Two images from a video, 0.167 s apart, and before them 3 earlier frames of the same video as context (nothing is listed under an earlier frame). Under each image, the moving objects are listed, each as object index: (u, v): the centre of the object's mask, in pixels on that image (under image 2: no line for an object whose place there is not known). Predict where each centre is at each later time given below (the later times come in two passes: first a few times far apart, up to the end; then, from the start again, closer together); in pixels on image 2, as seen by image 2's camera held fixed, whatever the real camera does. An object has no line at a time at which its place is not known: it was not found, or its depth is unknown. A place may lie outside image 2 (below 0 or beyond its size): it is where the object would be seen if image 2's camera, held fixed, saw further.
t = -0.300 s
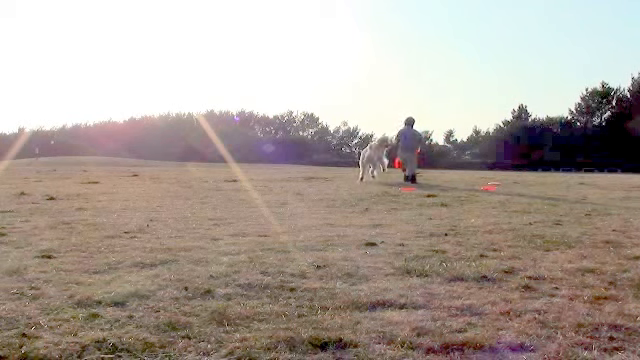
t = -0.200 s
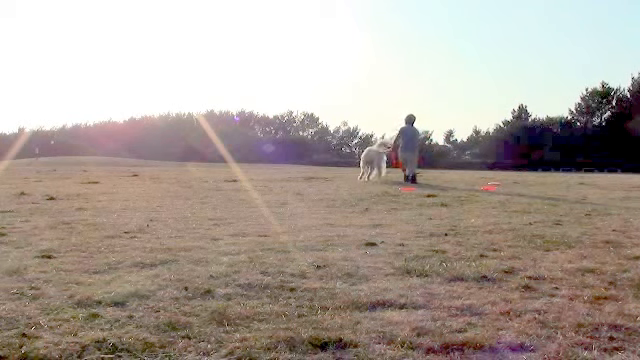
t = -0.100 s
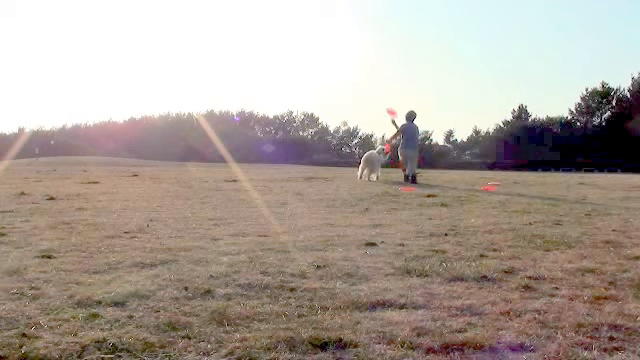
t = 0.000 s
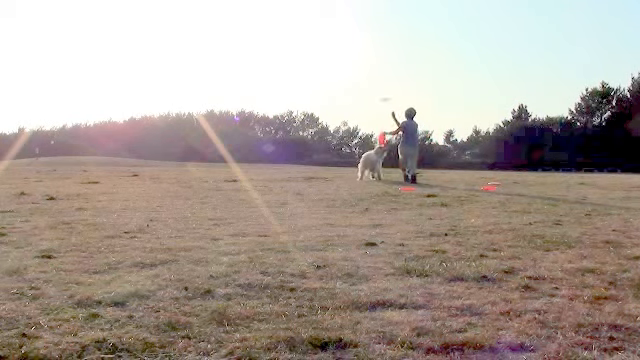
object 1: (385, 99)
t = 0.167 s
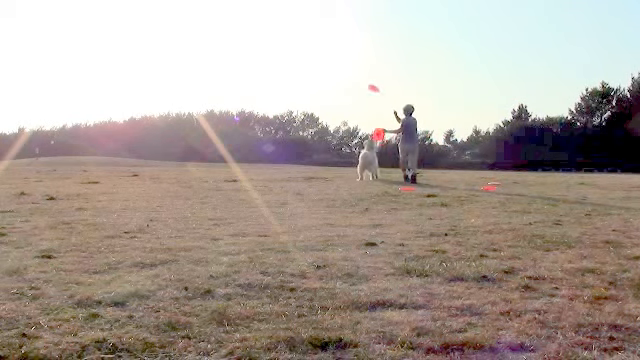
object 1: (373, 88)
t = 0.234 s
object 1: (370, 86)
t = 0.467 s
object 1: (362, 90)
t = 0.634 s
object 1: (359, 100)
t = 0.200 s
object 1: (372, 87)
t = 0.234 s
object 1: (370, 86)
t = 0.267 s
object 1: (368, 86)
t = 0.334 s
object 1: (366, 87)
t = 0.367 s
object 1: (364, 87)
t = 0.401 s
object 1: (363, 87)
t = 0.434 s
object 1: (362, 88)
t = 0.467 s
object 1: (362, 90)
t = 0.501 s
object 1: (361, 91)
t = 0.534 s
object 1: (360, 93)
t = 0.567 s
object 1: (360, 95)
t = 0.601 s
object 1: (359, 98)
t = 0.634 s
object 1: (359, 100)
